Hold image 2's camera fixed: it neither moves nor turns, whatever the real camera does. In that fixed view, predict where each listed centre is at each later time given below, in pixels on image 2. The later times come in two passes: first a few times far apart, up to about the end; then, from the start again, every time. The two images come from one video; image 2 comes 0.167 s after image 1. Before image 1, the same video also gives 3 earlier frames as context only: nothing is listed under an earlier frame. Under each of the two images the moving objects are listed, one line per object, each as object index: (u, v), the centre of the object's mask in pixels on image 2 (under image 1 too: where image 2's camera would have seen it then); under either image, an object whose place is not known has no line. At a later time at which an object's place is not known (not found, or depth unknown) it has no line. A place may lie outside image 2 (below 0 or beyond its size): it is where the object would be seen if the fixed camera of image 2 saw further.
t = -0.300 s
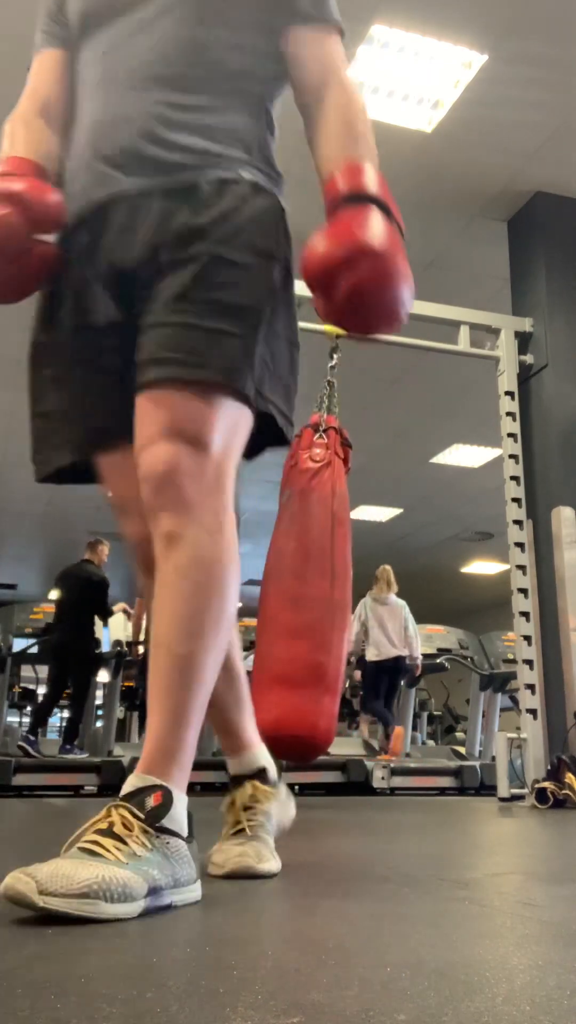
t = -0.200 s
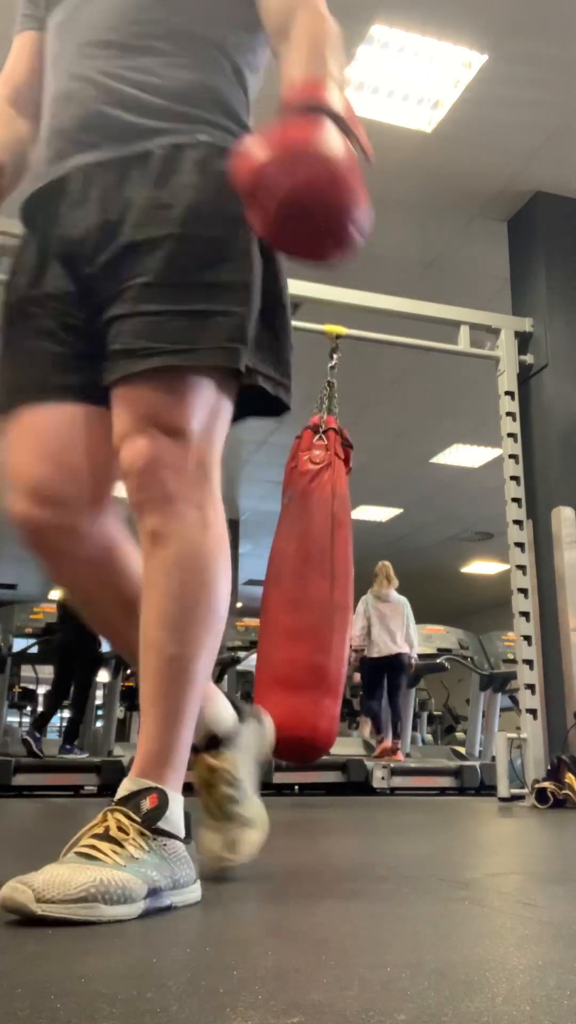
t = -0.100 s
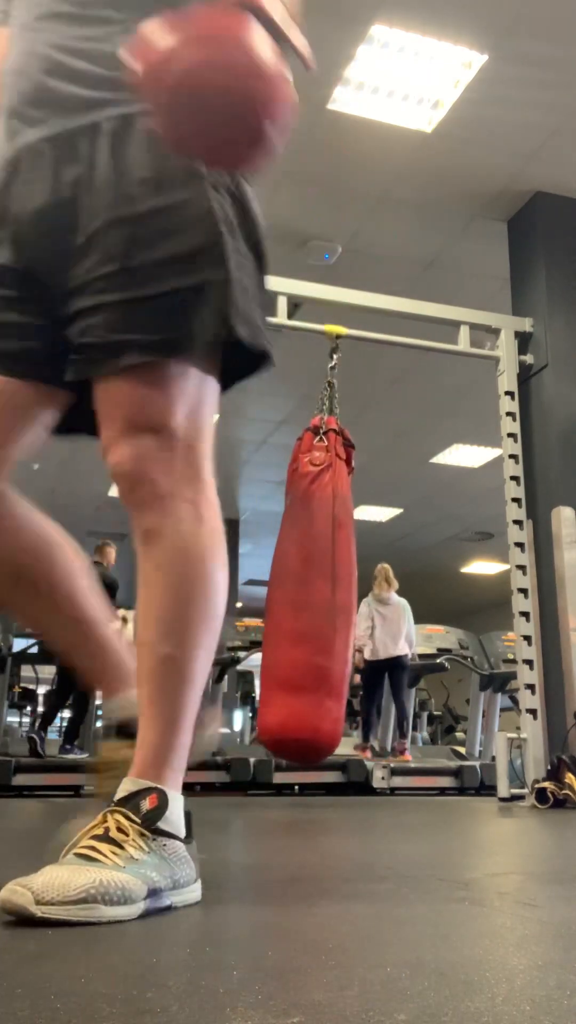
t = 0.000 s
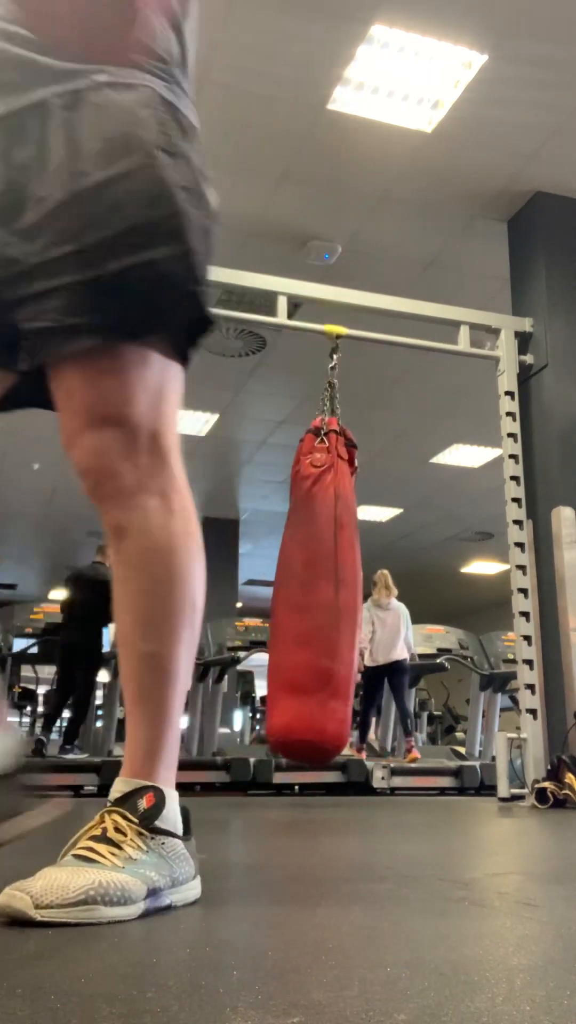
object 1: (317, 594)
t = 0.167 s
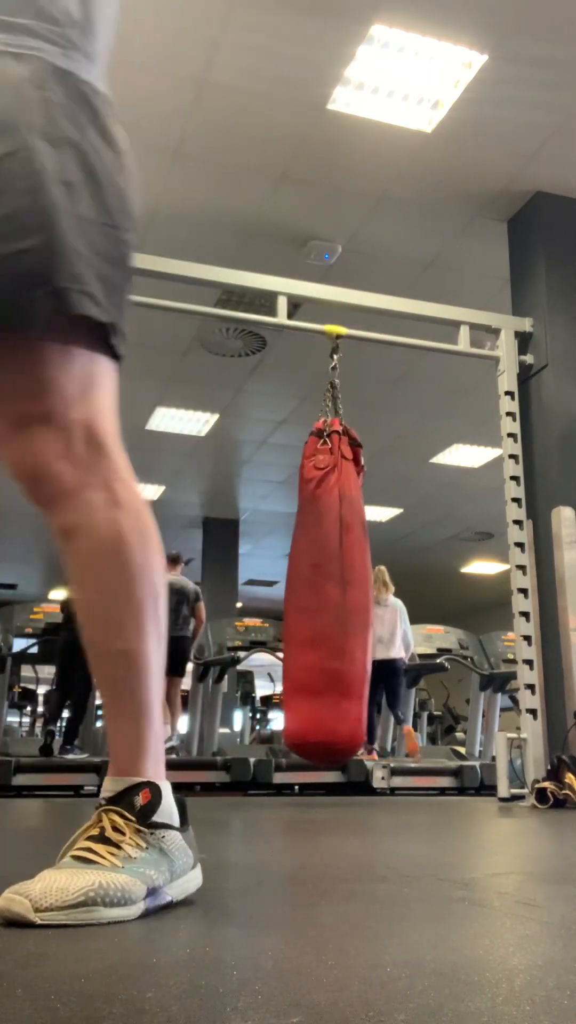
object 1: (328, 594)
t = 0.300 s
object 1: (338, 595)
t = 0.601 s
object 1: (359, 594)
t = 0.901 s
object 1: (367, 592)
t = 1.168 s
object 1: (361, 590)
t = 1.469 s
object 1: (340, 590)
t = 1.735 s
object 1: (320, 589)
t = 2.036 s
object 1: (308, 590)
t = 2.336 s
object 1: (312, 590)
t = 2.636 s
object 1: (330, 591)
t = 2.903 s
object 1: (348, 592)
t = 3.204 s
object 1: (363, 592)
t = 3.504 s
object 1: (364, 591)
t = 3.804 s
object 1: (350, 591)
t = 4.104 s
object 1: (327, 591)
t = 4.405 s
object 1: (312, 591)
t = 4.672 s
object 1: (310, 591)
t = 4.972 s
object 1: (322, 591)
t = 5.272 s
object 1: (340, 592)
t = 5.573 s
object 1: (358, 592)
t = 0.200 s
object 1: (331, 594)
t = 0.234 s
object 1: (333, 594)
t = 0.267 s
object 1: (336, 595)
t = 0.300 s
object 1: (338, 595)
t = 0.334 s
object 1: (341, 595)
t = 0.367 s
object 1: (343, 595)
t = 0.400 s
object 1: (346, 595)
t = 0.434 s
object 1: (349, 596)
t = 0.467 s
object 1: (351, 595)
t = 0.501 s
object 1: (353, 595)
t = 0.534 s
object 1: (355, 594)
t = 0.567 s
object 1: (357, 594)
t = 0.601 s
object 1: (359, 594)
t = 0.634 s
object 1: (360, 593)
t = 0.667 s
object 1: (362, 593)
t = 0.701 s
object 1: (363, 593)
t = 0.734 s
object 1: (365, 593)
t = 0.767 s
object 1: (366, 593)
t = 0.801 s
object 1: (366, 593)
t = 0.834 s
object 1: (367, 593)
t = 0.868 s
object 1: (367, 592)
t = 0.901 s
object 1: (367, 592)
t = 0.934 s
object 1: (367, 592)
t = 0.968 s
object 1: (367, 592)
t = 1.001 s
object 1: (367, 591)
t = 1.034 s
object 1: (366, 591)
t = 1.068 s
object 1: (365, 591)
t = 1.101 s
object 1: (364, 591)
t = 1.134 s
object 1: (363, 591)
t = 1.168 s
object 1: (361, 590)
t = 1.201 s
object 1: (359, 590)
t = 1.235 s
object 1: (357, 590)
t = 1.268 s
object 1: (355, 590)
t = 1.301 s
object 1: (353, 590)
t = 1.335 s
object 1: (350, 589)
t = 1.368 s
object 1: (348, 590)
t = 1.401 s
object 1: (345, 589)
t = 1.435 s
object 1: (343, 589)
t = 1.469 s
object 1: (340, 590)
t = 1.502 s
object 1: (337, 590)
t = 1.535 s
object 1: (335, 589)
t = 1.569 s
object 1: (332, 590)
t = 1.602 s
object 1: (329, 589)
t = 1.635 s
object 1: (327, 589)
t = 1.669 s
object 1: (325, 589)
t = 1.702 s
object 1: (322, 589)
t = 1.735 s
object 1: (320, 589)
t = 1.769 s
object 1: (318, 590)
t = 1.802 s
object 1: (316, 590)
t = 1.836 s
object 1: (314, 589)
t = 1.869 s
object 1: (313, 590)
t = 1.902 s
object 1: (311, 589)
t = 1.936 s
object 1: (310, 590)
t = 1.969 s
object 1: (309, 590)
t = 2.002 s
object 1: (309, 590)
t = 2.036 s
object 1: (308, 590)
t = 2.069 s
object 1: (308, 590)
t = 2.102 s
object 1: (308, 590)
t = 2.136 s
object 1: (308, 590)
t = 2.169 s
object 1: (308, 591)
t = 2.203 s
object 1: (308, 591)
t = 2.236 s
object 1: (309, 591)
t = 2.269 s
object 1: (310, 591)
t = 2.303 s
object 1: (311, 591)
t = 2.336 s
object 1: (312, 590)
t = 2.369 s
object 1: (313, 591)
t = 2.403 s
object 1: (315, 591)
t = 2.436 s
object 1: (317, 592)
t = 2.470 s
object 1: (319, 591)
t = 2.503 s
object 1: (321, 592)
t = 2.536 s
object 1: (323, 591)
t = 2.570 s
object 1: (325, 591)
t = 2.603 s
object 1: (327, 591)
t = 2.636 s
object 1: (330, 591)
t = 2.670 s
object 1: (332, 591)
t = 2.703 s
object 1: (334, 591)
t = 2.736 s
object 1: (336, 592)
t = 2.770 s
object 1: (338, 592)
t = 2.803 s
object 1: (341, 592)
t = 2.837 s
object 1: (344, 592)
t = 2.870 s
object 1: (346, 592)
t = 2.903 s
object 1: (348, 592)
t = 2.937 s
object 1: (350, 592)
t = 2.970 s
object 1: (353, 592)
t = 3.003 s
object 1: (354, 592)
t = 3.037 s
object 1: (356, 592)
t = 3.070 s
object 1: (358, 592)
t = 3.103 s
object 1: (360, 592)
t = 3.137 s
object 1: (361, 592)
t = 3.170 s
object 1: (362, 592)
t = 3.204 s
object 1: (363, 592)
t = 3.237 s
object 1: (364, 592)
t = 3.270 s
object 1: (365, 591)
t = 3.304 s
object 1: (365, 591)
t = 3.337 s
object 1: (366, 591)
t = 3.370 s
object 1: (366, 591)
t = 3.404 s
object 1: (366, 591)
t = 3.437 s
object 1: (366, 591)
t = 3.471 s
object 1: (365, 591)
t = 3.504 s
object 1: (364, 591)
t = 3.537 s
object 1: (363, 591)
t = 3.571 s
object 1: (362, 591)
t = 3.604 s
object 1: (361, 591)
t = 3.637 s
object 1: (359, 591)
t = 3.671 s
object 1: (358, 591)
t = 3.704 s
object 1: (356, 591)
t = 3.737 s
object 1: (354, 591)
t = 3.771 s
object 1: (352, 591)
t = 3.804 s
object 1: (350, 591)
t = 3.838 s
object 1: (347, 591)
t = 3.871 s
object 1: (345, 591)
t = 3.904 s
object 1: (342, 591)
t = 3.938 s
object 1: (340, 590)
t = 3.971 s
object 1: (337, 590)
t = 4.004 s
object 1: (335, 590)
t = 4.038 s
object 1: (333, 590)
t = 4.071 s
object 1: (330, 591)
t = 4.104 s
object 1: (327, 591)
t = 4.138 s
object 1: (325, 590)
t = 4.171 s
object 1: (323, 592)
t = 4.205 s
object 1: (321, 590)
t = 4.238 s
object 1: (319, 591)
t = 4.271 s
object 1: (317, 591)
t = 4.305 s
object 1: (316, 591)
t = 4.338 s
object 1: (314, 589)
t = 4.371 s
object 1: (313, 591)
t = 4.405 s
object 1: (312, 591)
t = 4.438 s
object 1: (311, 590)
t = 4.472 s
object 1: (310, 590)
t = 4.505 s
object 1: (310, 590)
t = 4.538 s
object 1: (310, 590)
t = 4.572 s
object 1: (310, 590)
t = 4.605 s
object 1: (310, 590)
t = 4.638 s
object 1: (310, 591)
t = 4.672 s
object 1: (310, 591)
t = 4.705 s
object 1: (311, 590)
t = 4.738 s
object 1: (312, 590)
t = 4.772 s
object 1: (312, 590)
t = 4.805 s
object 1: (314, 591)
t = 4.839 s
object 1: (315, 591)
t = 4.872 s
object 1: (316, 591)
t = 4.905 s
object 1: (318, 591)
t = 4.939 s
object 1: (320, 591)
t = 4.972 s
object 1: (322, 591)
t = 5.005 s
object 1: (323, 591)
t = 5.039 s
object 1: (325, 591)
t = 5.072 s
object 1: (328, 591)
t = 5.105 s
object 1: (330, 591)
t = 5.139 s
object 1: (332, 591)
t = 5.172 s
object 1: (334, 591)
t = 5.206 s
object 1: (336, 592)
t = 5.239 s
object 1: (338, 592)
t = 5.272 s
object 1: (340, 592)
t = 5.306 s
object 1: (343, 592)
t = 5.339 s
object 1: (345, 592)
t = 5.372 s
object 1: (347, 592)
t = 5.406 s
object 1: (349, 592)
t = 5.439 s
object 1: (351, 592)
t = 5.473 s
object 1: (353, 592)
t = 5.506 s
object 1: (355, 592)
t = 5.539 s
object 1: (357, 592)
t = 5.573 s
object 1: (358, 592)
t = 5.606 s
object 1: (359, 591)
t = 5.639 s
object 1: (361, 592)
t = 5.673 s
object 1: (362, 592)
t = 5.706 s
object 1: (363, 592)
